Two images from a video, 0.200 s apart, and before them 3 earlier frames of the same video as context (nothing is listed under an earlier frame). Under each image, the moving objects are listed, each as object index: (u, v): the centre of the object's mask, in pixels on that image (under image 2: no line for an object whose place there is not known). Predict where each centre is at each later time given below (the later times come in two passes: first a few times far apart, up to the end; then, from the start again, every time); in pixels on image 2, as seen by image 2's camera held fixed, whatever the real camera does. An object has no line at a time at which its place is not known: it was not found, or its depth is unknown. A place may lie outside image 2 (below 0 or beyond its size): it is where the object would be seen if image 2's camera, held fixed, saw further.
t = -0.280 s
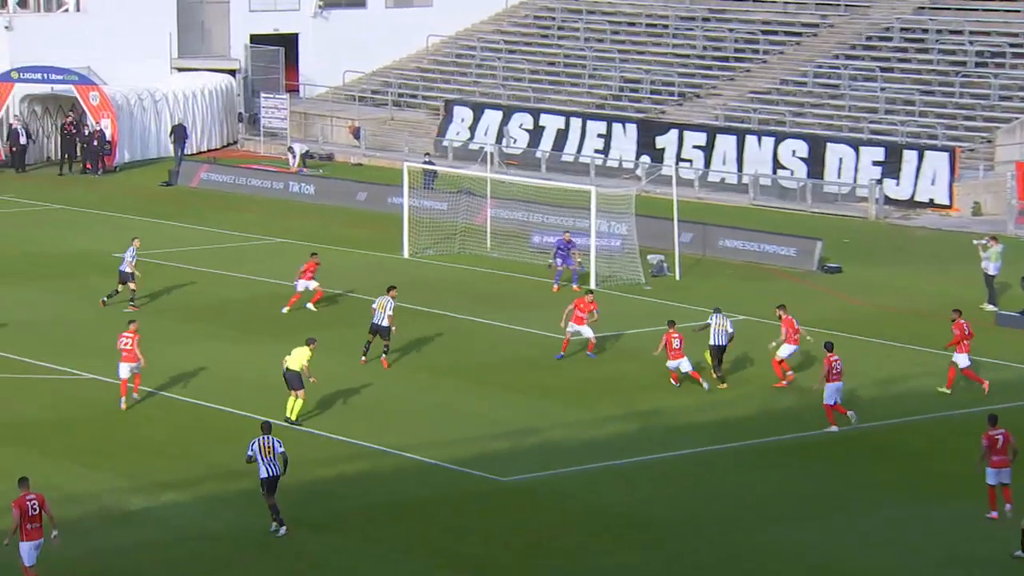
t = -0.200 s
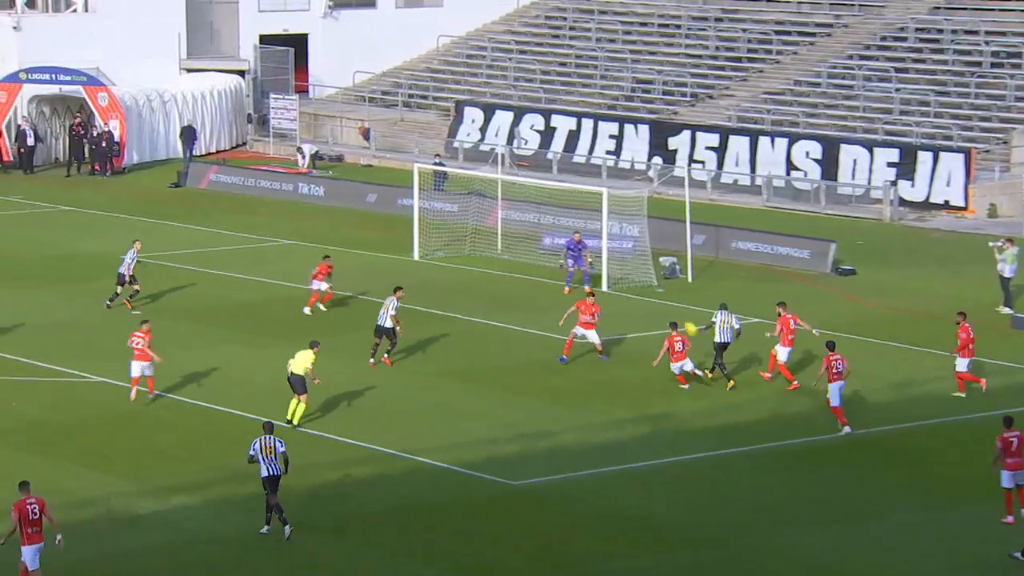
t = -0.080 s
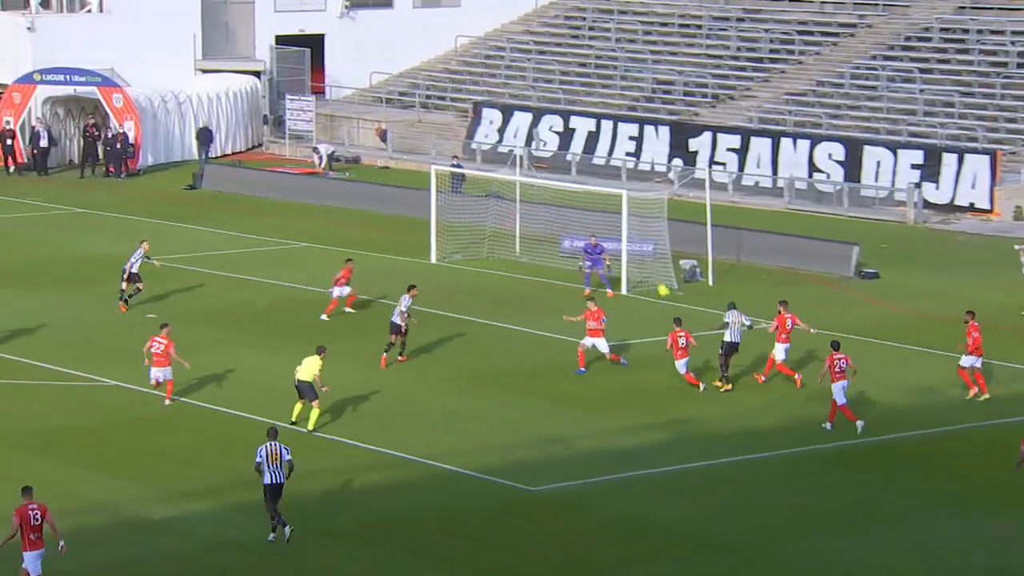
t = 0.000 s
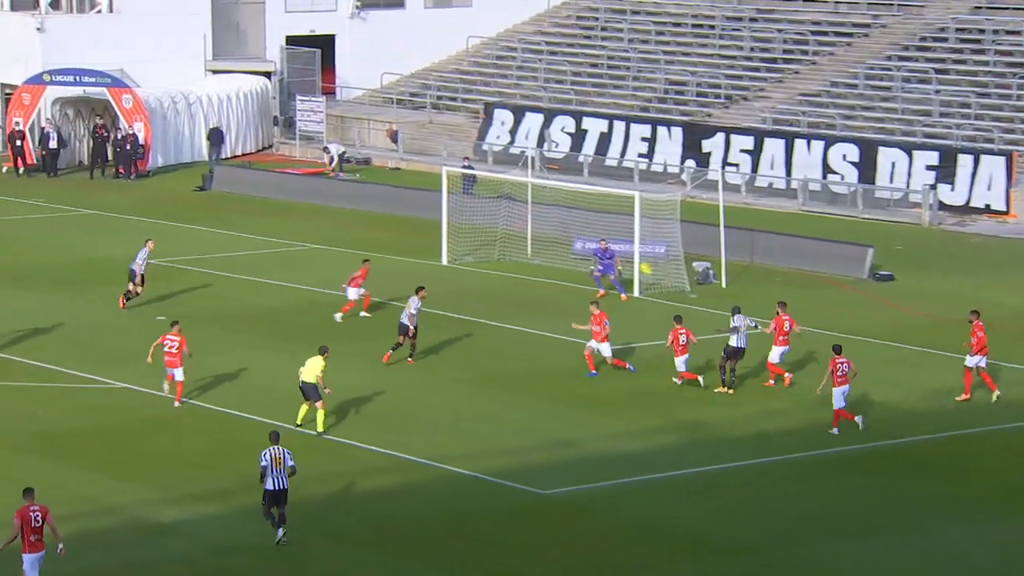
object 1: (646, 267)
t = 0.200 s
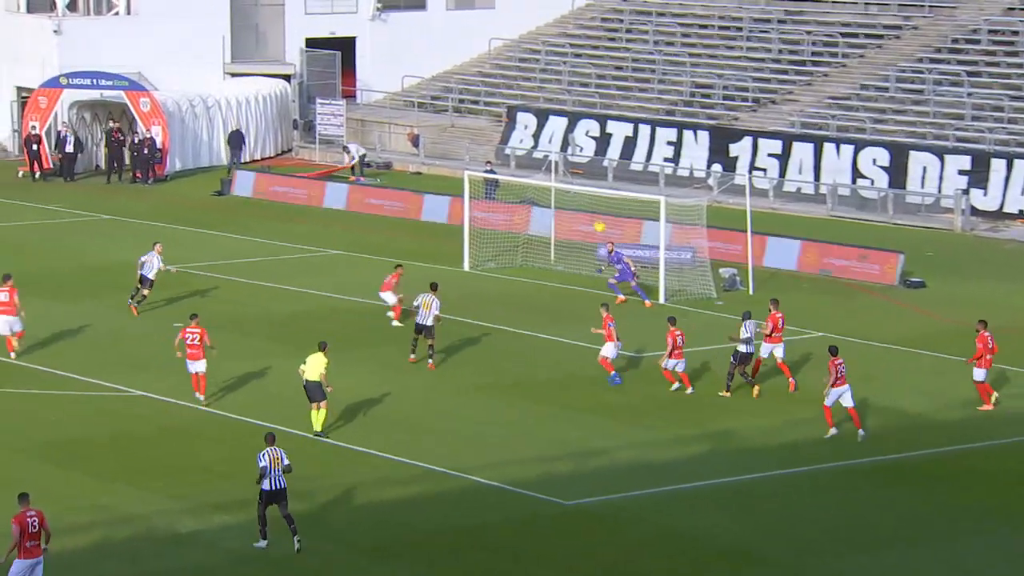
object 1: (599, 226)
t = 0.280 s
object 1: (573, 212)
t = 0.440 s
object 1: (523, 191)
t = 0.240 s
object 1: (586, 218)
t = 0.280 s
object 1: (573, 212)
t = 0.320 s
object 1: (560, 206)
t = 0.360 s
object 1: (547, 201)
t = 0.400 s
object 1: (535, 195)
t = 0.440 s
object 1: (523, 191)
